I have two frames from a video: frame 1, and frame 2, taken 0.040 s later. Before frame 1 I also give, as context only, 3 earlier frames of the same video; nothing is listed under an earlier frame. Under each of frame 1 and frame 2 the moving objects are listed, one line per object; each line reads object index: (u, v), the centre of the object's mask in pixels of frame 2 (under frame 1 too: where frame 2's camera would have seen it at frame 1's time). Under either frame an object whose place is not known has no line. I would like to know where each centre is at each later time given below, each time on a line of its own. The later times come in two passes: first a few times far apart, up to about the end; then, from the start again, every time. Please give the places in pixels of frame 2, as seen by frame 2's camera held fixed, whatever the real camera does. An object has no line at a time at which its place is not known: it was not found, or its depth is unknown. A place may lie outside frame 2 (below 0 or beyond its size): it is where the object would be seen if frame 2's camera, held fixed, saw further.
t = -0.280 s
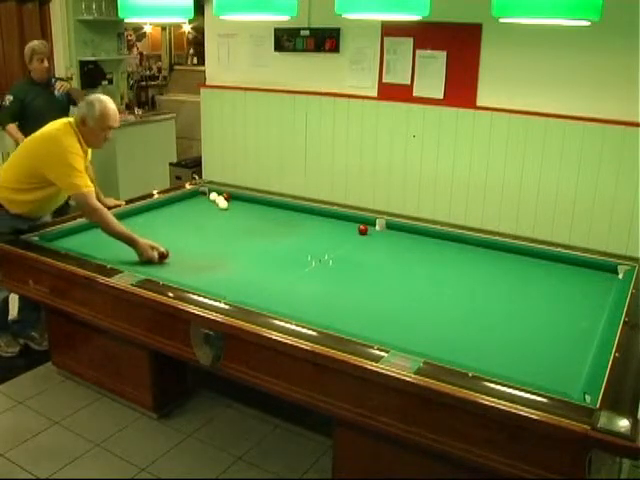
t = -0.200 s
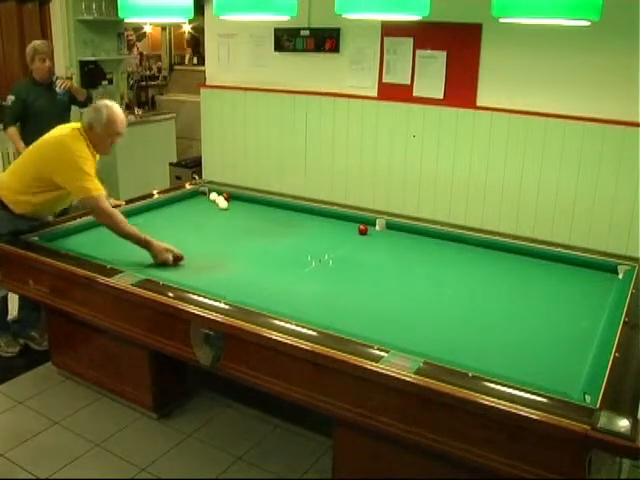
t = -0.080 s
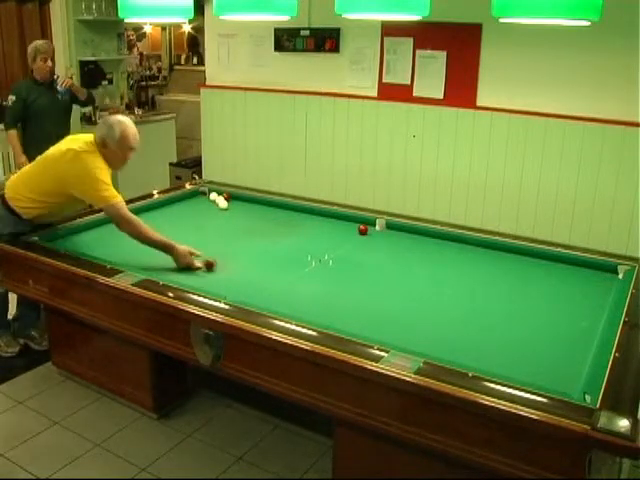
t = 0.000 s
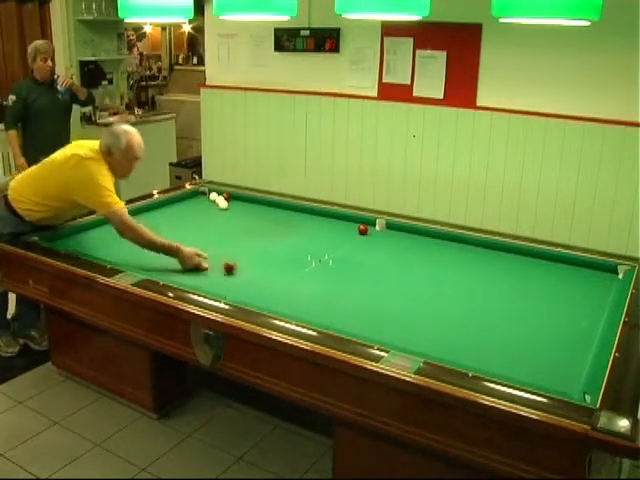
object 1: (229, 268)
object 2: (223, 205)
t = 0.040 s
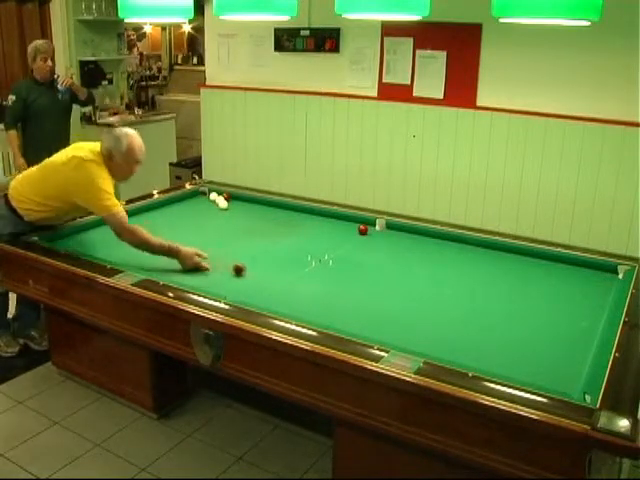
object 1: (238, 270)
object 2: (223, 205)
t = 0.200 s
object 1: (275, 275)
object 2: (223, 205)
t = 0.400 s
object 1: (324, 283)
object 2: (223, 205)
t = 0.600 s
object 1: (374, 290)
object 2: (223, 205)
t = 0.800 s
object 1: (425, 298)
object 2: (223, 205)
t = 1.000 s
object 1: (479, 305)
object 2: (223, 205)
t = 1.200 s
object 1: (533, 313)
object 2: (223, 205)
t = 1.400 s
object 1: (589, 321)
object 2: (223, 205)
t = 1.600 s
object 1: (570, 313)
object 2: (223, 205)
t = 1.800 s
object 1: (540, 304)
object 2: (223, 205)
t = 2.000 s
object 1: (512, 295)
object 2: (223, 205)
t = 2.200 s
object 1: (484, 286)
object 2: (223, 205)
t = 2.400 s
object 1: (459, 278)
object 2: (223, 205)
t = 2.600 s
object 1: (436, 270)
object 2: (223, 205)
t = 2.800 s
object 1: (415, 263)
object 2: (223, 205)
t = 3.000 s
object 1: (394, 257)
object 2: (223, 205)
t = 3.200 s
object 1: (375, 251)
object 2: (223, 205)
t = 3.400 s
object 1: (357, 245)
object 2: (223, 205)
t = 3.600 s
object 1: (340, 239)
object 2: (223, 205)
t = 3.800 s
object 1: (324, 234)
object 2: (223, 205)
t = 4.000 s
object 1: (309, 230)
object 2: (223, 205)
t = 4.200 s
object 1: (295, 225)
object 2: (223, 205)
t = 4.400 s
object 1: (282, 221)
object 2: (223, 205)
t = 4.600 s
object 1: (269, 217)
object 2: (223, 205)
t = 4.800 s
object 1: (257, 213)
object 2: (223, 205)
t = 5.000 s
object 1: (246, 210)
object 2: (223, 205)
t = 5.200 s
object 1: (236, 207)
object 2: (223, 205)
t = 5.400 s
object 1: (231, 203)
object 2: (218, 205)
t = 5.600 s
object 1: (230, 200)
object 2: (211, 205)
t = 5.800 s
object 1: (230, 199)
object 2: (204, 204)
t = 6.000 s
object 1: (230, 198)
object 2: (196, 204)
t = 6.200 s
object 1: (231, 197)
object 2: (190, 204)
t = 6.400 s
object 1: (230, 197)
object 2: (183, 204)
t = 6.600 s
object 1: (229, 197)
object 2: (178, 203)
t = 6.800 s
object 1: (228, 197)
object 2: (172, 203)
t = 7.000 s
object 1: (228, 197)
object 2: (167, 203)
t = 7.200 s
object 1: (228, 197)
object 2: (166, 203)
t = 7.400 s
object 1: (229, 198)
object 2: (166, 204)
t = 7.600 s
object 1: (228, 197)
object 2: (167, 204)
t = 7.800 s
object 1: (228, 197)
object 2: (167, 205)
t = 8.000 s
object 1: (228, 197)
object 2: (167, 206)
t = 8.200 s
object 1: (228, 197)
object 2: (168, 206)
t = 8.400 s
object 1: (228, 197)
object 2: (168, 206)
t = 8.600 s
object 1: (228, 197)
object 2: (168, 206)
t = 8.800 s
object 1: (228, 197)
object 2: (168, 206)
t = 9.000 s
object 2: (169, 206)
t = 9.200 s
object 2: (169, 206)
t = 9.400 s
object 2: (169, 206)
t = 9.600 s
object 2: (169, 206)
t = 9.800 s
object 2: (169, 206)
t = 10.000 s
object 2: (168, 206)
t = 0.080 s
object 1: (247, 271)
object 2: (223, 205)
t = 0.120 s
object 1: (257, 273)
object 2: (223, 205)
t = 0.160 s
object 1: (266, 274)
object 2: (223, 205)
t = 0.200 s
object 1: (275, 275)
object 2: (223, 205)
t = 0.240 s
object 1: (285, 278)
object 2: (223, 205)
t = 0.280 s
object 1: (295, 279)
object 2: (223, 205)
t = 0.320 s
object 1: (304, 280)
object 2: (223, 205)
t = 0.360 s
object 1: (313, 281)
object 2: (223, 205)
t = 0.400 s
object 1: (324, 283)
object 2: (223, 205)
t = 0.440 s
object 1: (333, 284)
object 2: (223, 205)
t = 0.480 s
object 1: (344, 286)
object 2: (223, 205)
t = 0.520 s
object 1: (353, 287)
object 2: (223, 205)
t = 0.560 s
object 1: (364, 288)
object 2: (223, 205)
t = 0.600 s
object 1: (374, 290)
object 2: (223, 205)
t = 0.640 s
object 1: (384, 292)
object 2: (223, 205)
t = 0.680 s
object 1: (394, 294)
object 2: (223, 205)
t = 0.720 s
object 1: (405, 295)
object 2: (223, 205)
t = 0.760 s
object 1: (415, 296)
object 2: (223, 205)
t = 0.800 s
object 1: (425, 298)
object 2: (223, 205)
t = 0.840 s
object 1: (436, 299)
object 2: (223, 205)
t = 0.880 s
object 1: (447, 301)
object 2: (223, 205)
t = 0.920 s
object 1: (457, 302)
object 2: (223, 205)
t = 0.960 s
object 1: (468, 304)
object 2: (223, 205)
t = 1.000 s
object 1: (479, 305)
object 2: (223, 205)
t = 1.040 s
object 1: (490, 307)
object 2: (223, 205)
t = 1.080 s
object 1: (500, 308)
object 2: (223, 205)
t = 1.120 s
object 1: (511, 310)
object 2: (223, 205)
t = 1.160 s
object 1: (522, 312)
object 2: (223, 205)
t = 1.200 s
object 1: (533, 313)
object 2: (223, 205)
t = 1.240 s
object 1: (545, 314)
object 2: (223, 205)
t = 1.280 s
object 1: (555, 316)
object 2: (223, 205)
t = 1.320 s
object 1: (567, 318)
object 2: (223, 205)
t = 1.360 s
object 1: (578, 319)
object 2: (223, 205)
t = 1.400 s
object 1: (589, 321)
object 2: (223, 205)
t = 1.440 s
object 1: (599, 322)
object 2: (223, 205)
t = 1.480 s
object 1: (592, 320)
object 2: (223, 205)
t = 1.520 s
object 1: (584, 318)
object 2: (223, 205)
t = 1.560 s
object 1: (577, 315)
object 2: (223, 205)
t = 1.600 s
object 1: (570, 313)
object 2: (223, 205)
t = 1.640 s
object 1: (564, 311)
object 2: (223, 205)
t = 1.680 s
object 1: (558, 309)
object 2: (223, 205)
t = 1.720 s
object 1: (552, 307)
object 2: (223, 205)
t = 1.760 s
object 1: (546, 305)
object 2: (223, 205)
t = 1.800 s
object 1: (540, 304)
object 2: (223, 205)
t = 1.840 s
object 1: (534, 302)
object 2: (223, 205)
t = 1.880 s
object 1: (528, 300)
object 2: (223, 205)
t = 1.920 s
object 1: (522, 298)
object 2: (223, 205)
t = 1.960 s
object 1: (517, 296)
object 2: (223, 205)
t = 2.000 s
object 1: (512, 295)
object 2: (223, 205)
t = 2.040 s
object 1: (506, 293)
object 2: (223, 205)
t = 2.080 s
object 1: (500, 291)
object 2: (223, 205)
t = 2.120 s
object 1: (495, 290)
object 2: (223, 205)
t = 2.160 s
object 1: (490, 288)
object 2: (223, 205)
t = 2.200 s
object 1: (484, 286)
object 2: (223, 205)
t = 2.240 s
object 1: (479, 284)
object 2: (223, 205)
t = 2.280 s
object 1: (474, 283)
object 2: (223, 205)
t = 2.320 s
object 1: (469, 281)
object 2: (223, 205)
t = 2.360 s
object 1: (464, 279)
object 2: (223, 205)
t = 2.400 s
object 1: (459, 278)
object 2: (223, 205)
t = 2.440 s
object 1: (455, 276)
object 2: (223, 205)
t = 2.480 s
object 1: (450, 275)
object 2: (223, 205)
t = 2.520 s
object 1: (446, 273)
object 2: (223, 205)
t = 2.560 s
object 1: (441, 272)
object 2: (223, 205)
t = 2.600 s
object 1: (436, 270)
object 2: (223, 205)
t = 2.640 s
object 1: (432, 268)
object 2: (223, 205)
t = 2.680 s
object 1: (427, 267)
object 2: (223, 205)
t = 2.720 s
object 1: (423, 266)
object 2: (223, 205)
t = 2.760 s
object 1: (419, 264)
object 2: (223, 205)
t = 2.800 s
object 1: (415, 263)
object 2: (223, 205)
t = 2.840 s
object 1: (410, 262)
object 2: (223, 205)
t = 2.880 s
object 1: (406, 261)
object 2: (223, 205)
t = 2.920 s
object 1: (402, 259)
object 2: (223, 205)
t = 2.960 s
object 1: (398, 259)
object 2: (223, 205)
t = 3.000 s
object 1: (394, 257)
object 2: (223, 205)
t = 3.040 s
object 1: (390, 255)
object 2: (223, 205)
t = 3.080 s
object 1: (386, 254)
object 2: (223, 205)
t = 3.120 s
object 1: (382, 253)
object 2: (223, 205)
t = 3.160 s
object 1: (378, 252)
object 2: (223, 205)
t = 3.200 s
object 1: (375, 251)
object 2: (223, 205)
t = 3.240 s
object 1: (371, 249)
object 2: (223, 205)
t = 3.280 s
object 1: (367, 248)
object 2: (223, 205)
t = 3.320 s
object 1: (364, 247)
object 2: (223, 205)
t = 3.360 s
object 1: (360, 246)
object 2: (223, 205)
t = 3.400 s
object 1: (357, 245)
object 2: (223, 205)
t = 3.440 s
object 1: (353, 243)
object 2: (223, 205)
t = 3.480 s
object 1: (350, 243)
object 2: (223, 205)
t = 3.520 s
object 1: (346, 242)
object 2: (223, 205)
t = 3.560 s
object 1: (343, 240)
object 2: (223, 205)
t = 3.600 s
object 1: (340, 239)
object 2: (223, 205)
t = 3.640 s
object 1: (337, 239)
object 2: (223, 205)
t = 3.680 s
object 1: (333, 237)
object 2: (223, 205)
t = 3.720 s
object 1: (330, 236)
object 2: (223, 205)
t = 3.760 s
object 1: (327, 235)
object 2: (223, 205)
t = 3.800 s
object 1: (324, 234)
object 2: (223, 205)
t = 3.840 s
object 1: (321, 233)
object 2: (223, 205)
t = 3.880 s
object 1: (318, 233)
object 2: (223, 205)
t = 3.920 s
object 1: (315, 232)
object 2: (223, 205)
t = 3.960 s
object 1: (312, 231)
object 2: (223, 205)
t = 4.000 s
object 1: (309, 230)
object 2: (223, 205)
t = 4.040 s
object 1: (307, 229)
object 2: (223, 205)
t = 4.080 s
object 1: (304, 228)
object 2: (223, 205)
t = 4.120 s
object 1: (301, 228)
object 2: (223, 205)
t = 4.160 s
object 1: (298, 226)
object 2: (223, 205)
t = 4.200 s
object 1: (295, 225)
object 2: (223, 205)
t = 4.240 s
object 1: (293, 225)
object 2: (223, 205)
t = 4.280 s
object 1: (289, 224)
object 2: (223, 205)
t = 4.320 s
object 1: (287, 223)
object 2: (223, 205)
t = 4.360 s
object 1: (284, 222)
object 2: (223, 205)
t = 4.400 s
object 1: (282, 221)
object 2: (223, 205)
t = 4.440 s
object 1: (279, 220)
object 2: (223, 205)
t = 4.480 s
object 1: (277, 220)
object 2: (223, 205)
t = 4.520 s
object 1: (274, 219)
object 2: (223, 205)
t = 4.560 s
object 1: (272, 218)
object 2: (223, 205)
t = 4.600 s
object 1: (269, 217)
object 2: (223, 205)
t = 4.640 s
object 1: (267, 217)
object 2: (223, 205)
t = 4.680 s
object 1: (265, 216)
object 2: (223, 205)
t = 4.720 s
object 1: (262, 215)
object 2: (223, 205)
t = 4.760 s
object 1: (260, 214)
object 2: (223, 205)
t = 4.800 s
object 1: (257, 213)
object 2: (223, 205)
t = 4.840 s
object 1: (255, 213)
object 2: (223, 205)
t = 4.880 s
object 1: (253, 212)
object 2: (223, 205)
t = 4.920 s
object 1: (251, 212)
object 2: (223, 205)
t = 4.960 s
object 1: (249, 211)
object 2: (223, 205)
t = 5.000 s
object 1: (246, 210)
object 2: (223, 205)
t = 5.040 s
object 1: (245, 209)
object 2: (223, 205)
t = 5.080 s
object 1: (243, 209)
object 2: (223, 205)
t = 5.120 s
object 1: (241, 208)
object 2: (223, 205)
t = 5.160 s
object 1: (238, 207)
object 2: (223, 205)
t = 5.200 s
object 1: (236, 207)
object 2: (223, 205)
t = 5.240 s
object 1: (234, 206)
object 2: (223, 205)
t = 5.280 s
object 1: (232, 205)
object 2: (223, 204)
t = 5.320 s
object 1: (232, 205)
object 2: (221, 205)
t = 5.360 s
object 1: (231, 203)
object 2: (219, 204)
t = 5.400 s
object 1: (231, 203)
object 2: (218, 205)
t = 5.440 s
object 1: (230, 202)
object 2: (216, 205)
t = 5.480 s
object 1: (231, 202)
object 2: (215, 205)
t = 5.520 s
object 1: (231, 202)
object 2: (214, 205)
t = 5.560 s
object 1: (230, 201)
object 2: (212, 205)
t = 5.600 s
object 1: (230, 200)
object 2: (211, 205)
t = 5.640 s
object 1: (230, 200)
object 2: (209, 204)
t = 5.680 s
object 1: (229, 200)
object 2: (207, 204)
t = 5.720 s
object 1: (229, 200)
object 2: (206, 204)
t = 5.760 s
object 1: (230, 199)
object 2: (205, 204)
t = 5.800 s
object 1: (230, 199)
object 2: (204, 204)
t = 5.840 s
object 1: (230, 198)
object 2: (202, 204)
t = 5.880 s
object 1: (230, 198)
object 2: (201, 204)
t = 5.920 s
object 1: (230, 198)
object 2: (199, 204)
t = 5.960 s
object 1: (230, 198)
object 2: (198, 204)
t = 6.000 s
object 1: (230, 198)
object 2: (196, 204)
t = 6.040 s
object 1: (230, 198)
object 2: (196, 204)
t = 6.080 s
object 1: (230, 198)
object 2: (194, 203)
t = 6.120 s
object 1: (230, 198)
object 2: (192, 204)
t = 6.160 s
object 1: (230, 197)
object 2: (191, 204)
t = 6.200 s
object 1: (231, 197)
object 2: (190, 204)
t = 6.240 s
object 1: (231, 197)
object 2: (188, 204)
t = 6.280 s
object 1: (231, 197)
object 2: (187, 203)
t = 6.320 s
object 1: (230, 197)
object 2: (186, 204)
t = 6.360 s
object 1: (230, 197)
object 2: (185, 204)
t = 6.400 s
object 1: (230, 197)
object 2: (183, 204)
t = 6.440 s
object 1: (230, 197)
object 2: (182, 204)
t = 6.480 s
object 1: (230, 197)
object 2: (182, 204)
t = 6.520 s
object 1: (230, 197)
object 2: (180, 203)
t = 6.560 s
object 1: (229, 197)
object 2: (179, 203)
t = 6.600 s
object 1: (229, 197)
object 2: (178, 203)
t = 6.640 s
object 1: (229, 197)
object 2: (177, 203)
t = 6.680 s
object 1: (229, 197)
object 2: (176, 203)
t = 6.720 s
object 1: (229, 197)
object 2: (174, 203)
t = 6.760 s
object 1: (229, 197)
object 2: (173, 203)
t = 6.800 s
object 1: (228, 197)
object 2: (172, 203)
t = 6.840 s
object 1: (228, 197)
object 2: (171, 203)
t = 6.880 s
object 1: (228, 197)
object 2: (170, 203)
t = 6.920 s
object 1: (228, 197)
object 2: (169, 203)
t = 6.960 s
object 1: (228, 197)
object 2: (168, 203)
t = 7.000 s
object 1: (228, 197)
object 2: (167, 203)
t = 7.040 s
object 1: (228, 197)
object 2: (166, 203)
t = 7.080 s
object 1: (228, 197)
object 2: (166, 203)
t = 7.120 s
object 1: (228, 197)
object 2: (166, 203)
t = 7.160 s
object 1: (228, 197)
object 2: (166, 203)
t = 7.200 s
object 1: (228, 197)
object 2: (166, 203)
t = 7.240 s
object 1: (228, 197)
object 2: (166, 203)
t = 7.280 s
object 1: (228, 197)
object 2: (166, 204)
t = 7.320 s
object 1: (229, 198)
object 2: (166, 204)
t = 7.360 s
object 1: (229, 198)
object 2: (166, 204)
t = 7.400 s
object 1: (229, 198)
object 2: (166, 204)
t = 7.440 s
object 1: (229, 198)
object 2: (166, 204)
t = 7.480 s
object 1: (229, 198)
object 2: (166, 204)
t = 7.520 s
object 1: (229, 198)
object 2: (166, 204)
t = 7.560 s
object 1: (229, 198)
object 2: (167, 204)
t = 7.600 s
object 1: (228, 197)
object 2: (167, 204)
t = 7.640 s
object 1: (228, 197)
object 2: (167, 204)
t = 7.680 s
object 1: (228, 197)
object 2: (167, 204)
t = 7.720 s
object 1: (228, 197)
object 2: (167, 205)
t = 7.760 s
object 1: (228, 197)
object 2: (167, 205)
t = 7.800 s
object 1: (228, 197)
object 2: (167, 205)
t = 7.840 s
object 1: (228, 197)
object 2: (167, 205)
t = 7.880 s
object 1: (228, 197)
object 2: (167, 205)
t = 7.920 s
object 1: (228, 197)
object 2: (167, 205)
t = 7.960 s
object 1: (228, 197)
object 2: (168, 206)
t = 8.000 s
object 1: (228, 197)
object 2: (167, 206)
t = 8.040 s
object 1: (228, 197)
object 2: (168, 206)
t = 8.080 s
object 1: (228, 197)
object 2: (168, 206)
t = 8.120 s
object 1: (228, 197)
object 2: (168, 206)
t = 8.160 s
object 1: (228, 197)
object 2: (168, 206)
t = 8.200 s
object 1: (228, 197)
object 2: (168, 206)
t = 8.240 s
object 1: (228, 197)
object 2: (168, 206)
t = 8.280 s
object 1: (228, 197)
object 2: (168, 206)
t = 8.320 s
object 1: (228, 197)
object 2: (168, 206)
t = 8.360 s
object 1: (228, 197)
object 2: (168, 206)
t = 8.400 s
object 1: (228, 197)
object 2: (168, 206)
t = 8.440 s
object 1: (228, 197)
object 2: (168, 206)
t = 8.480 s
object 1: (228, 197)
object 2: (168, 206)
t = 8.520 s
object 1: (228, 197)
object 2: (168, 206)
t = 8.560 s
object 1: (228, 197)
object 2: (168, 206)
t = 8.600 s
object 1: (228, 197)
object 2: (168, 206)
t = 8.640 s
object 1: (228, 197)
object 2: (168, 206)
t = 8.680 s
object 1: (228, 197)
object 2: (168, 206)
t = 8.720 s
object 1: (228, 197)
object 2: (168, 206)
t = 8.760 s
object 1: (228, 197)
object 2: (168, 206)
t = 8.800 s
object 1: (228, 197)
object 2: (168, 206)
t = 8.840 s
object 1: (228, 197)
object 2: (168, 206)
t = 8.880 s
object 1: (228, 197)
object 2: (169, 206)
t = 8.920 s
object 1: (228, 197)
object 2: (169, 206)
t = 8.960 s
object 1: (228, 197)
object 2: (169, 206)
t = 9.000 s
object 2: (169, 206)
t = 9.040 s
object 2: (169, 206)
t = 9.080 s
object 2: (169, 206)
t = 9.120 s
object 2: (169, 206)
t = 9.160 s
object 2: (169, 206)
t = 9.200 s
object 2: (169, 206)
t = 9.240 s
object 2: (169, 206)
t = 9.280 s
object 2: (169, 206)
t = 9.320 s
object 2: (169, 206)
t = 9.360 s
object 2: (169, 206)
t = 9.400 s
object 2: (169, 206)
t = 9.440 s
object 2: (169, 206)
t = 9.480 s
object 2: (169, 206)
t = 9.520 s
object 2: (169, 206)
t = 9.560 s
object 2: (169, 206)
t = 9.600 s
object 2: (169, 206)
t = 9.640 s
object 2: (169, 206)
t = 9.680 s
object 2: (169, 206)
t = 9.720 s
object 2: (169, 206)
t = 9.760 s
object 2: (169, 206)
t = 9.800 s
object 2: (169, 206)
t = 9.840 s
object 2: (168, 206)
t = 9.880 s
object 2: (168, 206)
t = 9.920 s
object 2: (168, 206)
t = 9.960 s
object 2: (168, 206)
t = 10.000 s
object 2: (168, 206)
